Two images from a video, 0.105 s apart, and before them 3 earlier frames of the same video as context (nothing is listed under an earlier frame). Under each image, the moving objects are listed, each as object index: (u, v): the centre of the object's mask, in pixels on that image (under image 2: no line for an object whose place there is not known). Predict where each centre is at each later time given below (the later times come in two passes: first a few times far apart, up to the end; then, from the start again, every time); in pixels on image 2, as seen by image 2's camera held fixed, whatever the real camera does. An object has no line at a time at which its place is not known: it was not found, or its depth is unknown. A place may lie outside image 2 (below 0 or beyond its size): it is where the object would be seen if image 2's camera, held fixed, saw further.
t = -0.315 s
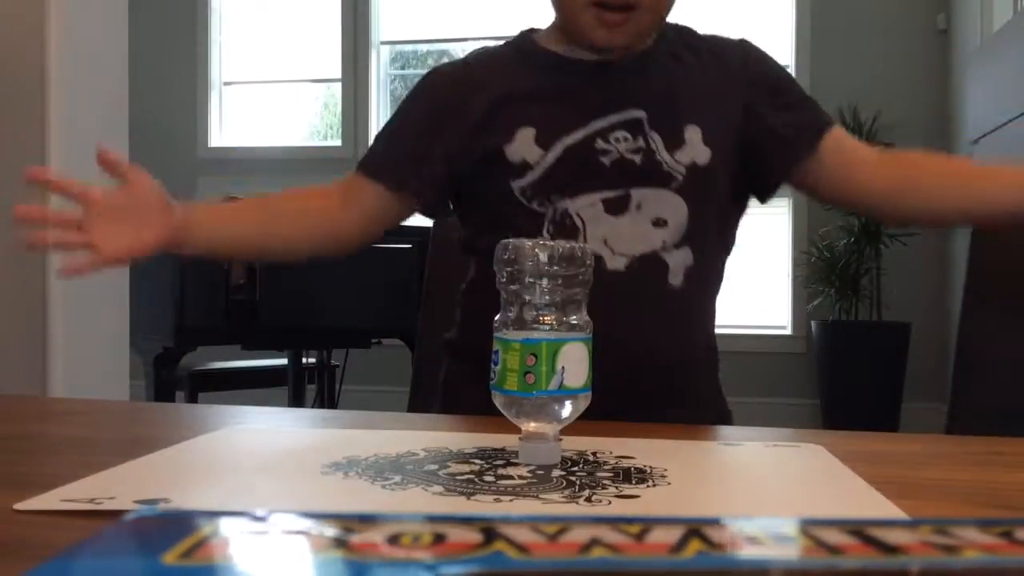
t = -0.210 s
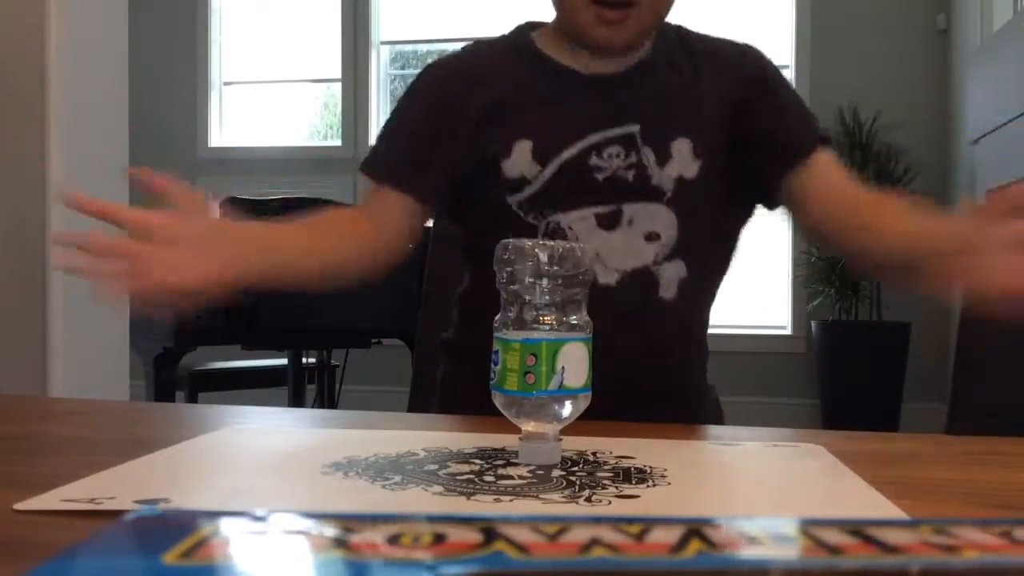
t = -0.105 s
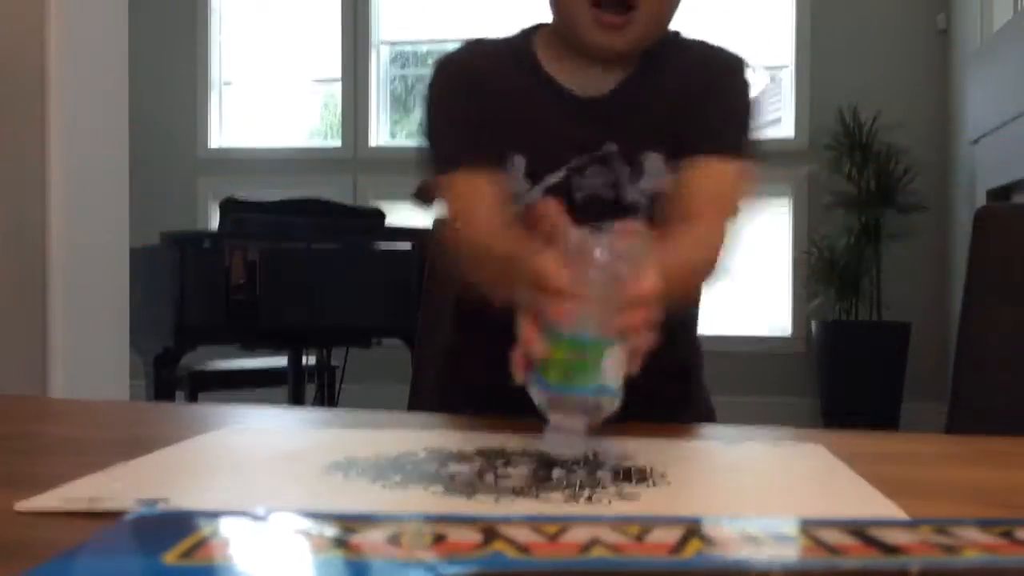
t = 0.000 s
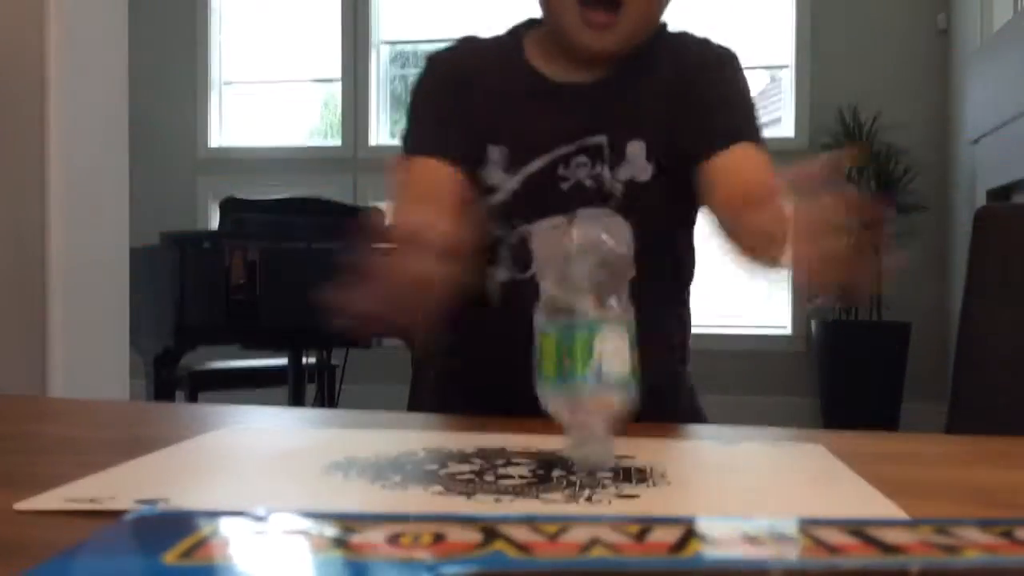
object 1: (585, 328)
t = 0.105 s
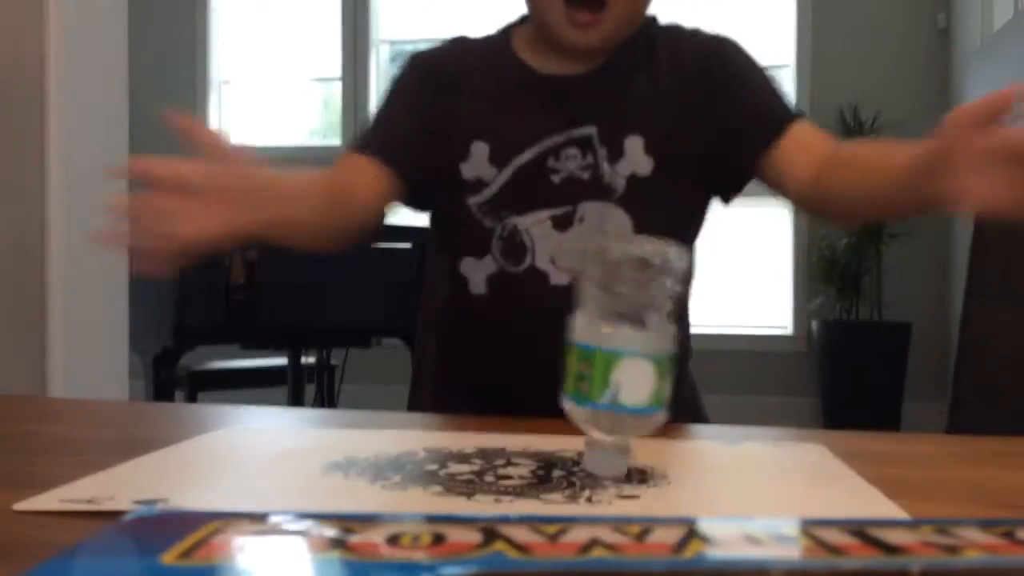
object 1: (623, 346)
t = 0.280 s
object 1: (694, 442)
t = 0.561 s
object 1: (751, 453)
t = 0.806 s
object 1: (776, 457)
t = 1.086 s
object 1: (776, 457)
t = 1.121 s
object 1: (776, 457)
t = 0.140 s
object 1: (632, 345)
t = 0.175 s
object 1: (641, 347)
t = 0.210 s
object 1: (658, 364)
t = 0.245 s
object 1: (693, 432)
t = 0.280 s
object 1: (694, 442)
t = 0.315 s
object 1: (699, 445)
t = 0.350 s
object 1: (703, 447)
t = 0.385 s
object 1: (709, 447)
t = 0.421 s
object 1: (718, 449)
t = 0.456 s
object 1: (728, 450)
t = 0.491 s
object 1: (738, 451)
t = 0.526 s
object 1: (745, 452)
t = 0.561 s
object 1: (751, 453)
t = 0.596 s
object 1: (757, 454)
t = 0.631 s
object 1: (762, 455)
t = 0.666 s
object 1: (768, 456)
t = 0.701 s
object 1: (774, 456)
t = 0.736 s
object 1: (776, 457)
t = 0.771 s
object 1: (776, 457)
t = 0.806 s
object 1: (776, 457)
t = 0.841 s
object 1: (776, 457)
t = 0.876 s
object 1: (776, 457)
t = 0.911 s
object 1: (776, 457)
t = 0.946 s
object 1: (776, 457)
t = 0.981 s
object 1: (776, 457)
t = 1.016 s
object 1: (776, 457)
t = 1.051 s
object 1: (776, 457)
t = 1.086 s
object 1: (776, 457)
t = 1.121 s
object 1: (776, 457)
